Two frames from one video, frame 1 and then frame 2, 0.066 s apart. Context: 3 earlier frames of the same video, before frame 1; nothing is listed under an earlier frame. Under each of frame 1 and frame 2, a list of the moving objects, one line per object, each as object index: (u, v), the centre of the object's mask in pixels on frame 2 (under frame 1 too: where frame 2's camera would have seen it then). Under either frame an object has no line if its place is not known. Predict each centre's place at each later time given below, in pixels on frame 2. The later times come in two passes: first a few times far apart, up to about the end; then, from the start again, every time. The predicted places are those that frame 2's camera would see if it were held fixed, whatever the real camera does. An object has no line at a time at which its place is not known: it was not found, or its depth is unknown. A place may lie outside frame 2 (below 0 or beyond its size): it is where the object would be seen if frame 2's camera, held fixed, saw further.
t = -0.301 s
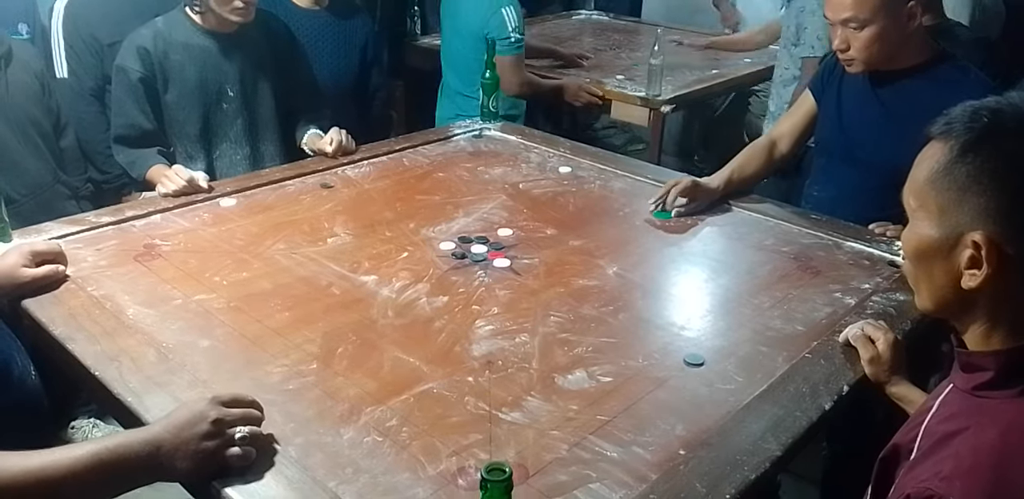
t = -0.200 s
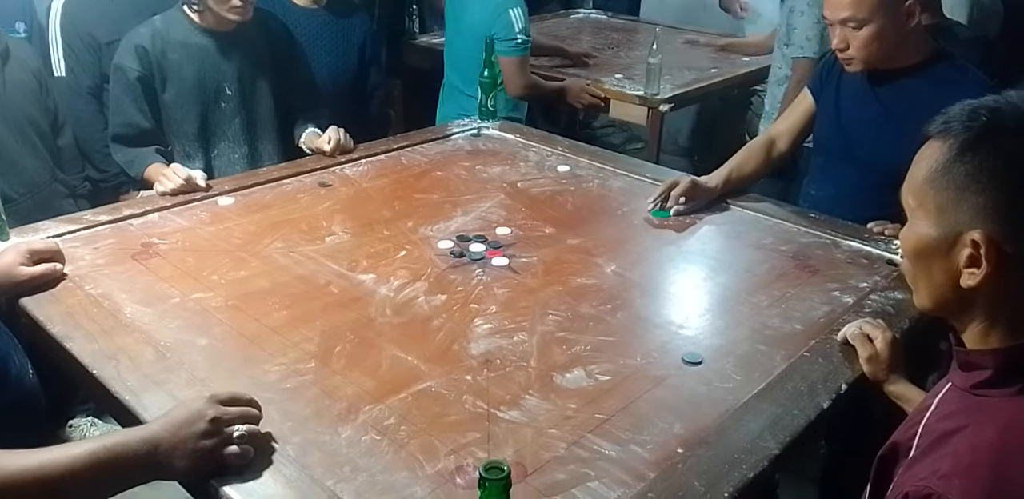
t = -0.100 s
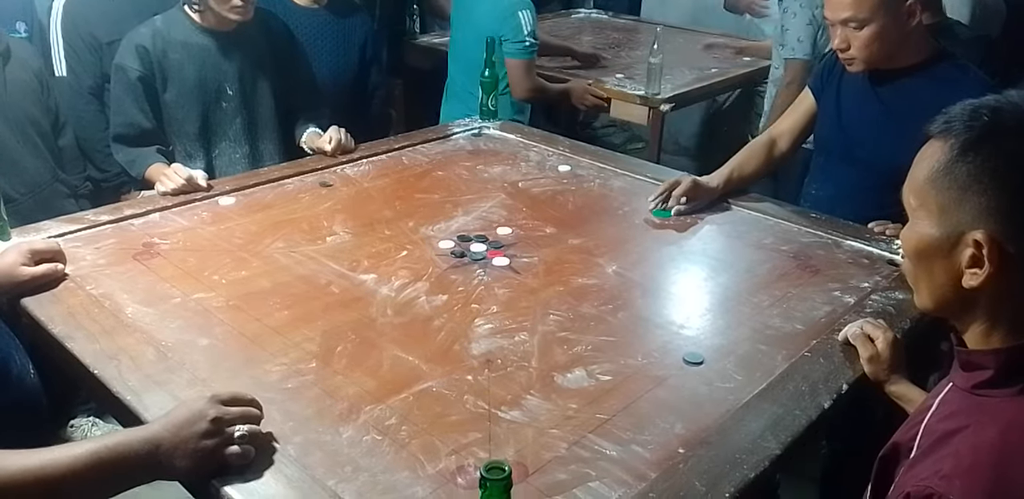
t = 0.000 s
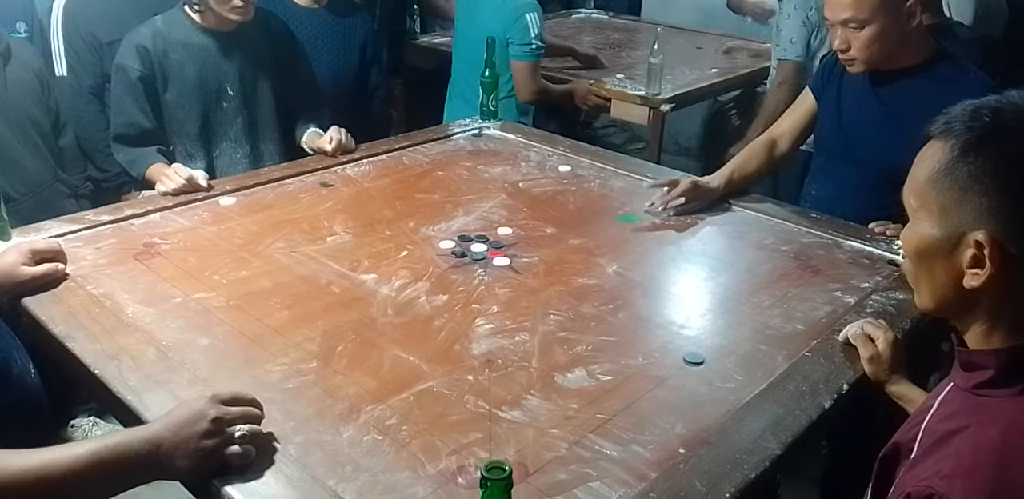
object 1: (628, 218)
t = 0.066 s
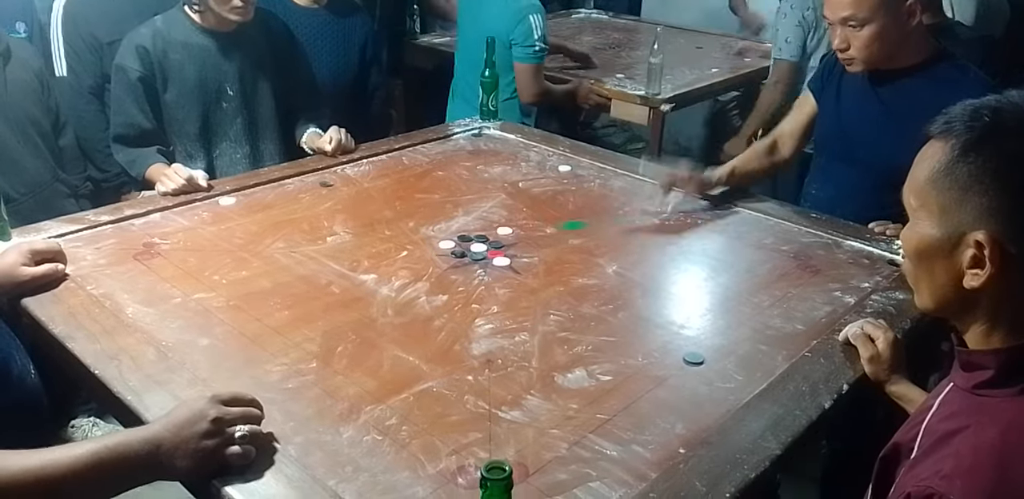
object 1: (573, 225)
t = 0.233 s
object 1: (502, 240)
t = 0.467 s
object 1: (498, 242)
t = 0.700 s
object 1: (498, 242)
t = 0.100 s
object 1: (546, 229)
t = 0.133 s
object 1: (521, 232)
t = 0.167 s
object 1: (512, 236)
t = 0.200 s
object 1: (505, 239)
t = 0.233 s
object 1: (502, 240)
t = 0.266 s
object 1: (500, 241)
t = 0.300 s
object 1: (499, 241)
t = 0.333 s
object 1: (498, 242)
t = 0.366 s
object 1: (498, 242)
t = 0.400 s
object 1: (498, 242)
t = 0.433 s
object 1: (498, 242)
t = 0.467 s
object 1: (498, 242)
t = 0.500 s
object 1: (498, 242)
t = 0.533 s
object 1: (498, 242)
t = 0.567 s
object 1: (498, 242)
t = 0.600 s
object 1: (498, 242)
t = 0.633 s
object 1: (498, 242)
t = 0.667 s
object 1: (498, 242)
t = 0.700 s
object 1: (498, 242)
